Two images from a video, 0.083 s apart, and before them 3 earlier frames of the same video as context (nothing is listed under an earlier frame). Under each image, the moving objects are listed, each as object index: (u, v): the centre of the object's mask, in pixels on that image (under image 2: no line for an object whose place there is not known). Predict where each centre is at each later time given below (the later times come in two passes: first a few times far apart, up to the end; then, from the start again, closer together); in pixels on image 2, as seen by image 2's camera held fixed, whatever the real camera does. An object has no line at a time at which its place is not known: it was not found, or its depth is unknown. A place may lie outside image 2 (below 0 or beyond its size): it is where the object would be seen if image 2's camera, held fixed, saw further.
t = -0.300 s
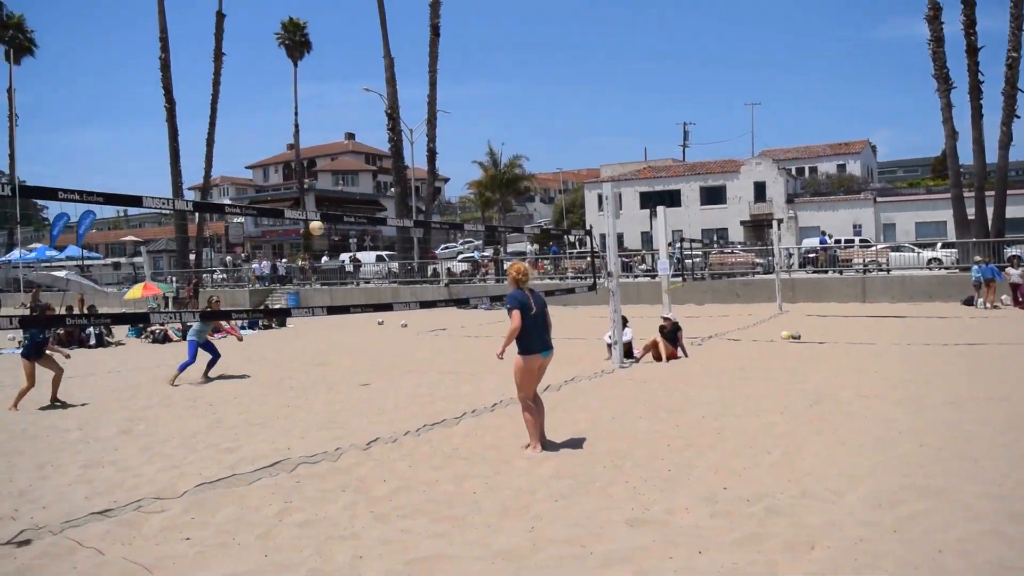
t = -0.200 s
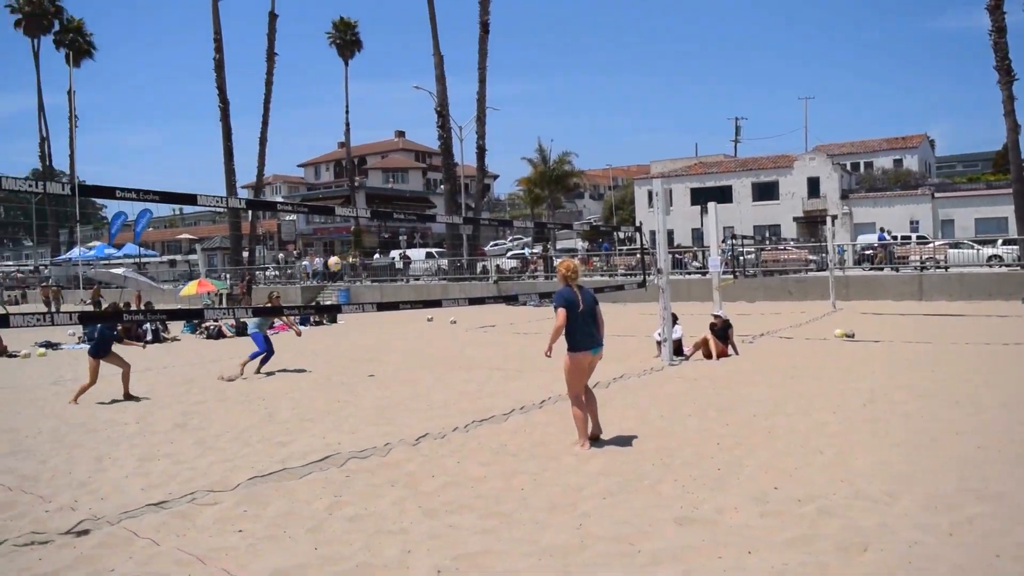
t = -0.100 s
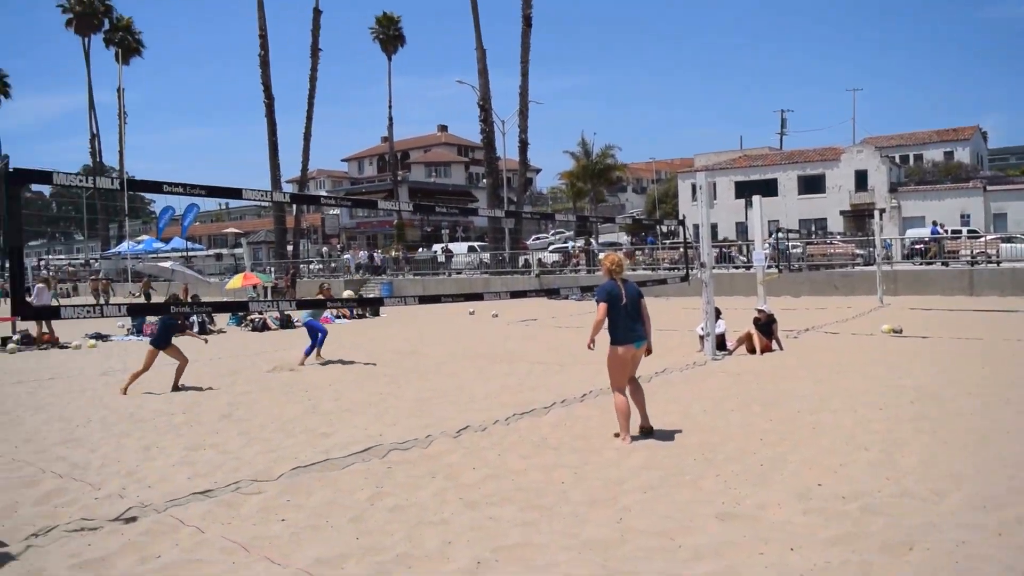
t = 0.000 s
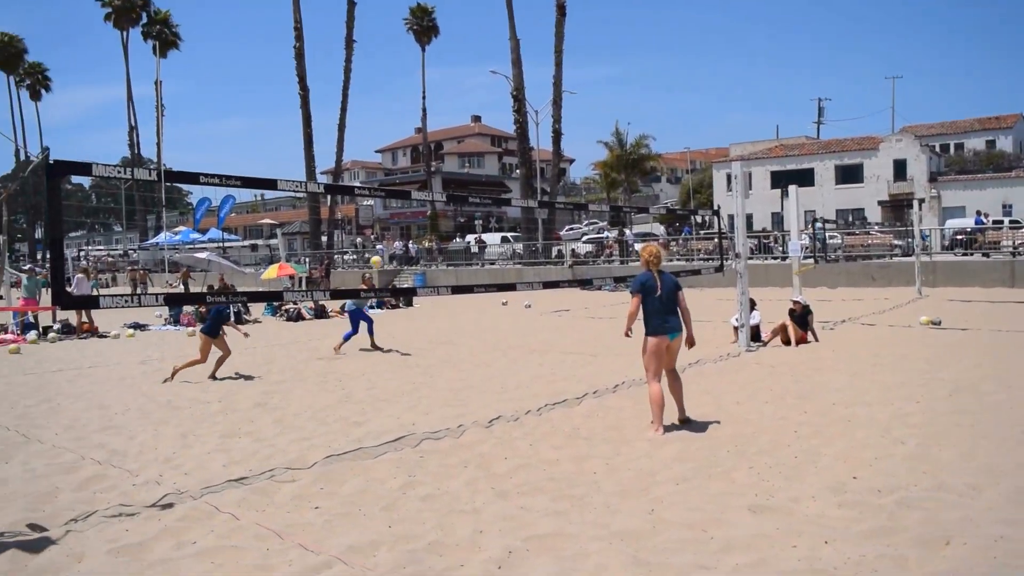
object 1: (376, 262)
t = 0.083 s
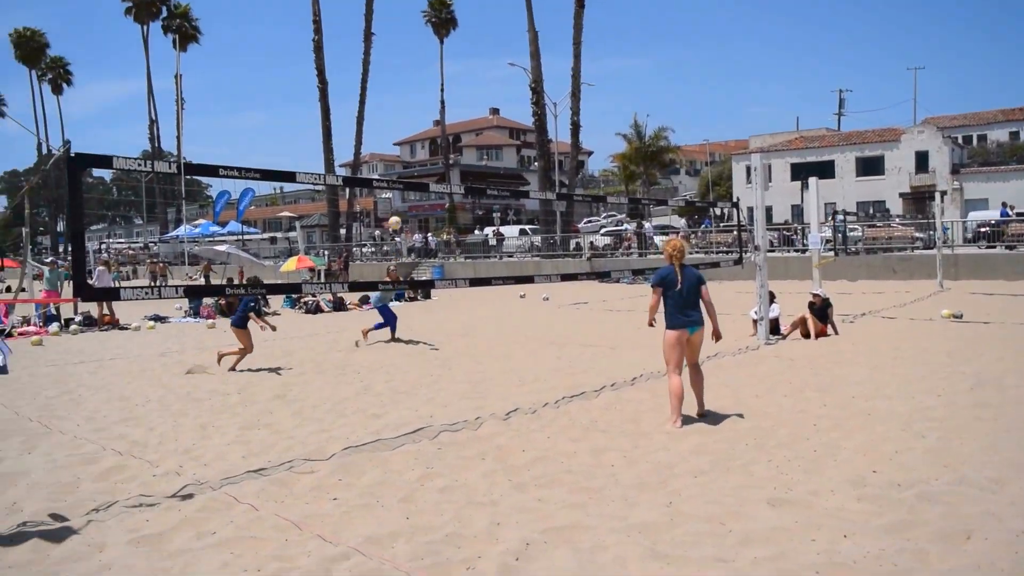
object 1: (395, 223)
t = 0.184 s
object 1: (397, 193)
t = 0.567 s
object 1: (403, 107)
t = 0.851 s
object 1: (413, 104)
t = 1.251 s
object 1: (434, 198)
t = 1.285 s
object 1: (436, 209)
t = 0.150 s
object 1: (396, 200)
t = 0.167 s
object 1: (396, 196)
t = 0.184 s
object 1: (397, 193)
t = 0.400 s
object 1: (400, 132)
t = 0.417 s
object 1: (400, 129)
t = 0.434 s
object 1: (400, 126)
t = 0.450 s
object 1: (401, 123)
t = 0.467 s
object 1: (401, 120)
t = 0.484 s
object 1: (401, 118)
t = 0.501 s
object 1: (402, 115)
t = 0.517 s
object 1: (402, 113)
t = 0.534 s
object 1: (402, 111)
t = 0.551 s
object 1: (403, 109)
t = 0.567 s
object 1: (403, 107)
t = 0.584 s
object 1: (404, 105)
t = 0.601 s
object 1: (404, 104)
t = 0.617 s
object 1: (405, 103)
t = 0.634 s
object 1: (405, 101)
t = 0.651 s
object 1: (406, 101)
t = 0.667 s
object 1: (406, 100)
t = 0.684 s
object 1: (407, 99)
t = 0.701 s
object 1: (407, 99)
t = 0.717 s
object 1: (408, 99)
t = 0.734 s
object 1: (409, 99)
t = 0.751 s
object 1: (409, 99)
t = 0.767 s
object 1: (410, 99)
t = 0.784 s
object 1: (411, 100)
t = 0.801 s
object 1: (411, 100)
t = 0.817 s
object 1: (412, 101)
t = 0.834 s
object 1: (412, 102)
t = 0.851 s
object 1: (413, 104)
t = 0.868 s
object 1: (414, 105)
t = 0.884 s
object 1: (415, 107)
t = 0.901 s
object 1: (415, 109)
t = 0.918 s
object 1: (416, 111)
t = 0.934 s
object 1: (417, 113)
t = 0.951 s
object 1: (418, 115)
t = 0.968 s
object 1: (419, 118)
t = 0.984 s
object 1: (419, 121)
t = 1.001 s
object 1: (420, 124)
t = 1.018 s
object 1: (421, 127)
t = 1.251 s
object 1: (434, 198)
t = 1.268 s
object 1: (435, 203)
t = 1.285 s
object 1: (436, 209)
